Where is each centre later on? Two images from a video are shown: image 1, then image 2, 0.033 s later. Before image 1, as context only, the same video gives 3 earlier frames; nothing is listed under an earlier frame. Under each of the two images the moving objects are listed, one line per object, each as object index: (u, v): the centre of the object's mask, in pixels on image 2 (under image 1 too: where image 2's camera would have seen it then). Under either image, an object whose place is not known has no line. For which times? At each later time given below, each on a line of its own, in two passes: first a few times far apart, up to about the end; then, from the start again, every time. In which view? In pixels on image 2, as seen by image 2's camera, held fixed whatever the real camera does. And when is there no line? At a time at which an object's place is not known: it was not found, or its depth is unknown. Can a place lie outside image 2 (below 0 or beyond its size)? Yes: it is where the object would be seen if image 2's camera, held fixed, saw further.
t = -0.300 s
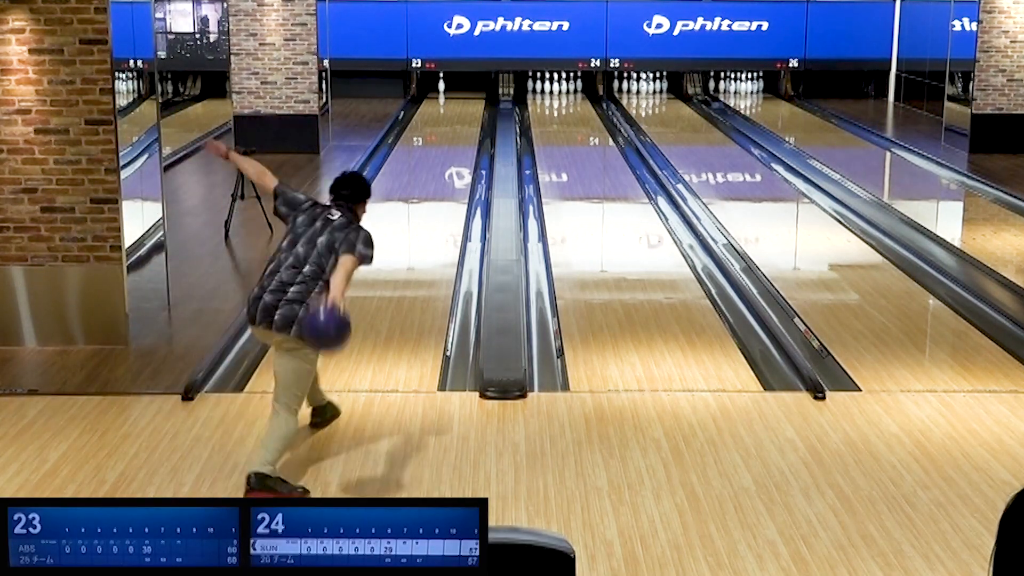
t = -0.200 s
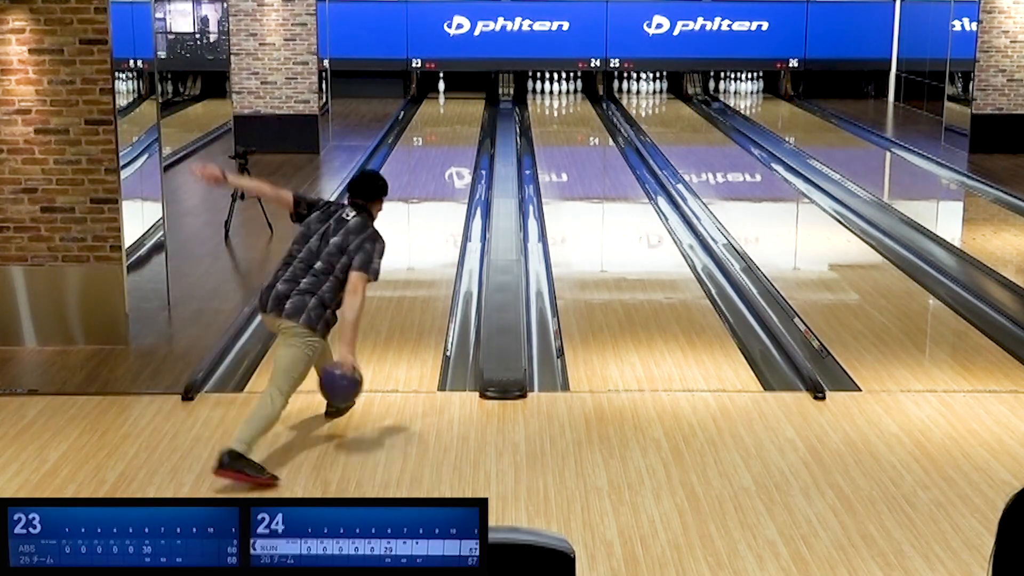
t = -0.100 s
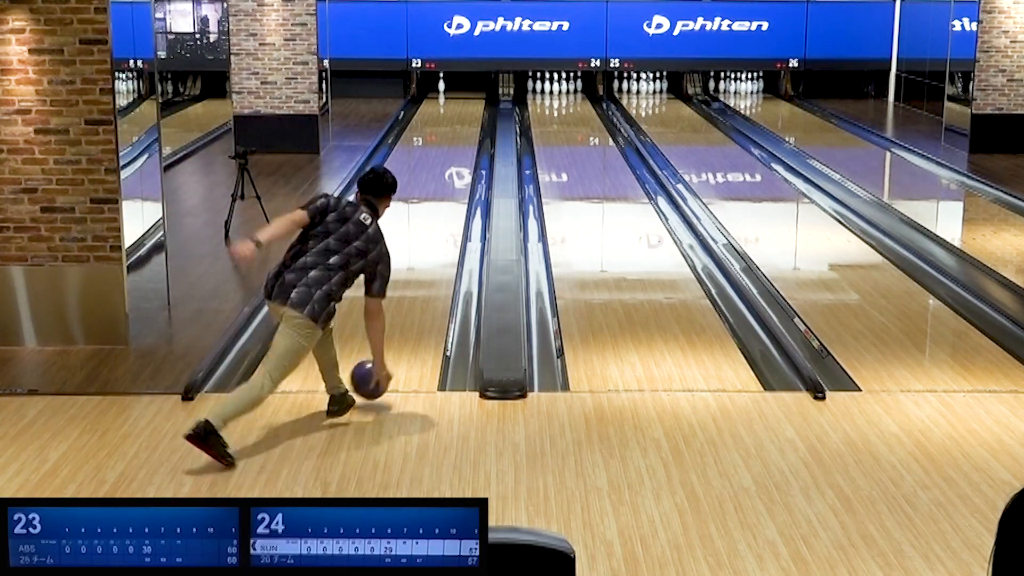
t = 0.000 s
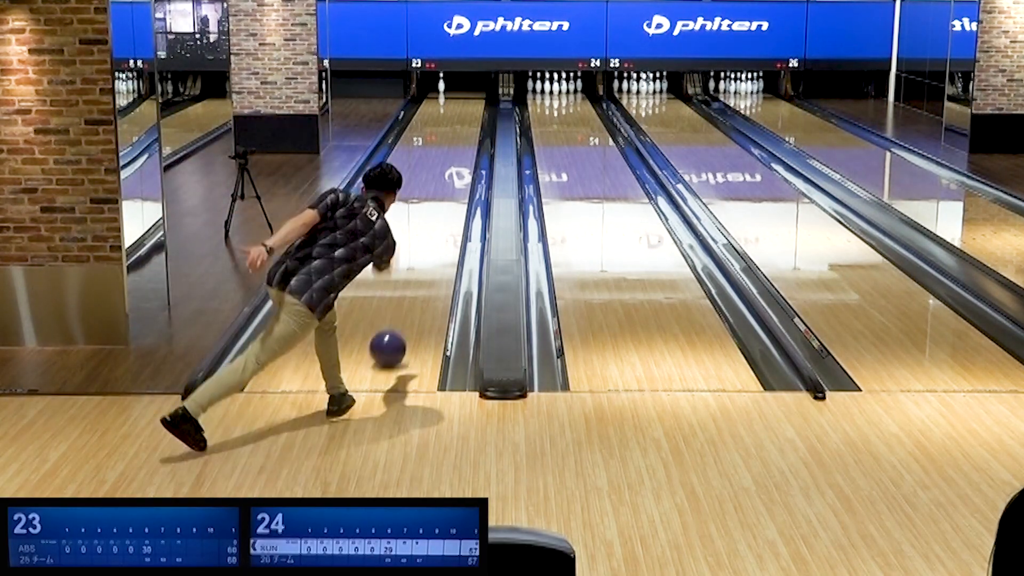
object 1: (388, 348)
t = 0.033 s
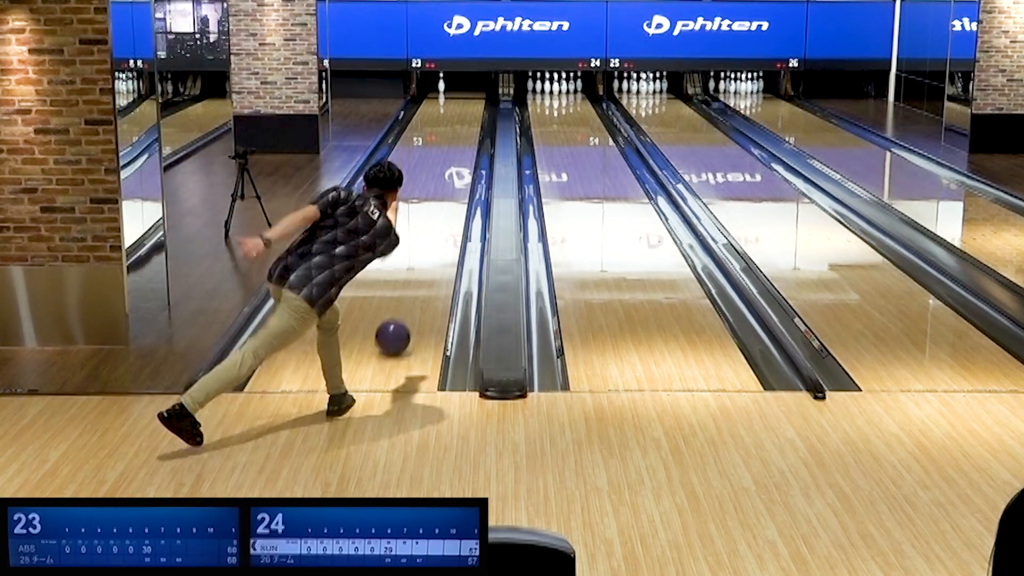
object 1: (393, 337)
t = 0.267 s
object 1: (419, 275)
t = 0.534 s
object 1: (439, 225)
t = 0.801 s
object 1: (452, 190)
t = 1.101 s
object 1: (461, 161)
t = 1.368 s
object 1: (465, 141)
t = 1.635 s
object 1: (466, 125)
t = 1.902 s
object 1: (464, 112)
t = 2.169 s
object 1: (458, 102)
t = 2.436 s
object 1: (451, 93)
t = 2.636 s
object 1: (446, 88)
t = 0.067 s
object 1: (397, 327)
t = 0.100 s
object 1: (401, 317)
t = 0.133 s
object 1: (405, 308)
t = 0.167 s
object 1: (409, 299)
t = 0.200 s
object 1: (412, 291)
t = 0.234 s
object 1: (416, 283)
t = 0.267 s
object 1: (419, 275)
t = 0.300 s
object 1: (422, 268)
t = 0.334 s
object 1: (425, 261)
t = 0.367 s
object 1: (428, 254)
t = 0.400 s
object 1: (430, 248)
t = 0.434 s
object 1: (432, 242)
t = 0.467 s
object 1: (435, 236)
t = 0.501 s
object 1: (437, 230)
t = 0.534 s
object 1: (439, 225)
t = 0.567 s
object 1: (441, 220)
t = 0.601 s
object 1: (443, 215)
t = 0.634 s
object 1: (445, 211)
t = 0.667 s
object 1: (446, 206)
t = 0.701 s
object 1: (448, 202)
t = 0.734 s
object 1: (449, 198)
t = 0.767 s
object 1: (451, 194)
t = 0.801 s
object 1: (452, 190)
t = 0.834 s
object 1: (454, 186)
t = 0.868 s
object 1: (455, 182)
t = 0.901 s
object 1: (456, 179)
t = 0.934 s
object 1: (457, 176)
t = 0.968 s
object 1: (458, 173)
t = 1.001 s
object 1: (459, 169)
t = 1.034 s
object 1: (460, 166)
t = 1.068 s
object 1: (460, 163)
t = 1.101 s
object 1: (461, 161)
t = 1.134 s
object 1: (461, 158)
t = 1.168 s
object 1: (462, 155)
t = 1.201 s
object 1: (463, 152)
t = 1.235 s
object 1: (463, 150)
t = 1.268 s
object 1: (464, 148)
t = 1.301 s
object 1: (464, 145)
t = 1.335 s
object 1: (464, 143)
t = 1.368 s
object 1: (465, 141)
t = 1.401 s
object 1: (465, 138)
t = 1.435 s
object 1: (465, 137)
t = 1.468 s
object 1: (465, 134)
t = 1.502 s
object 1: (465, 133)
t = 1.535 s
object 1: (466, 131)
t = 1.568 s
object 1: (466, 129)
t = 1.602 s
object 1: (466, 127)
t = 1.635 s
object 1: (466, 125)
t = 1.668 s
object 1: (466, 123)
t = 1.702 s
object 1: (466, 122)
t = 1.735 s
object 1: (466, 120)
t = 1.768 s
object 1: (466, 118)
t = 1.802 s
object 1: (465, 116)
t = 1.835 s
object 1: (465, 115)
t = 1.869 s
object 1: (465, 113)
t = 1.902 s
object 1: (464, 112)
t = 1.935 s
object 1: (464, 111)
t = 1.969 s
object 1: (464, 109)
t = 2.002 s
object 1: (463, 108)
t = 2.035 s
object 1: (462, 107)
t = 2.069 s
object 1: (461, 105)
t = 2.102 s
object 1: (461, 104)
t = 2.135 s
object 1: (460, 103)
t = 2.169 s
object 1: (458, 102)
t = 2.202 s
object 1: (457, 100)
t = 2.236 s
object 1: (457, 99)
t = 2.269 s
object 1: (456, 98)
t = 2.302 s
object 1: (455, 97)
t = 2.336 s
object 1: (453, 95)
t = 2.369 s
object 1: (453, 95)
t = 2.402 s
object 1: (452, 93)
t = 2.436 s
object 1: (451, 93)
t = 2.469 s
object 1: (450, 92)
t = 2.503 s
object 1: (449, 91)
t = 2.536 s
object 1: (448, 89)
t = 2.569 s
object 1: (447, 89)
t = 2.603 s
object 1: (447, 88)
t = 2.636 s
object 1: (446, 88)
